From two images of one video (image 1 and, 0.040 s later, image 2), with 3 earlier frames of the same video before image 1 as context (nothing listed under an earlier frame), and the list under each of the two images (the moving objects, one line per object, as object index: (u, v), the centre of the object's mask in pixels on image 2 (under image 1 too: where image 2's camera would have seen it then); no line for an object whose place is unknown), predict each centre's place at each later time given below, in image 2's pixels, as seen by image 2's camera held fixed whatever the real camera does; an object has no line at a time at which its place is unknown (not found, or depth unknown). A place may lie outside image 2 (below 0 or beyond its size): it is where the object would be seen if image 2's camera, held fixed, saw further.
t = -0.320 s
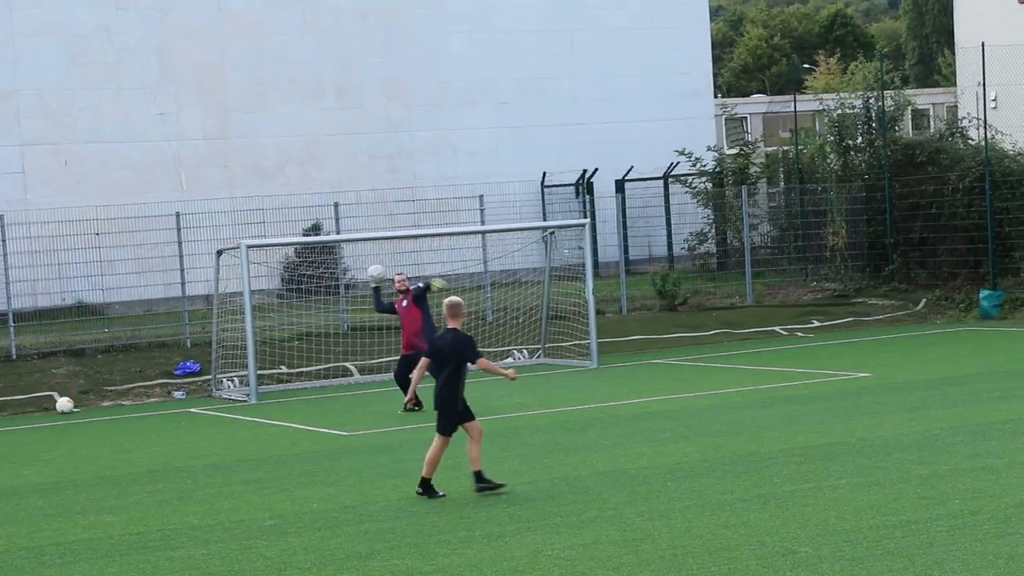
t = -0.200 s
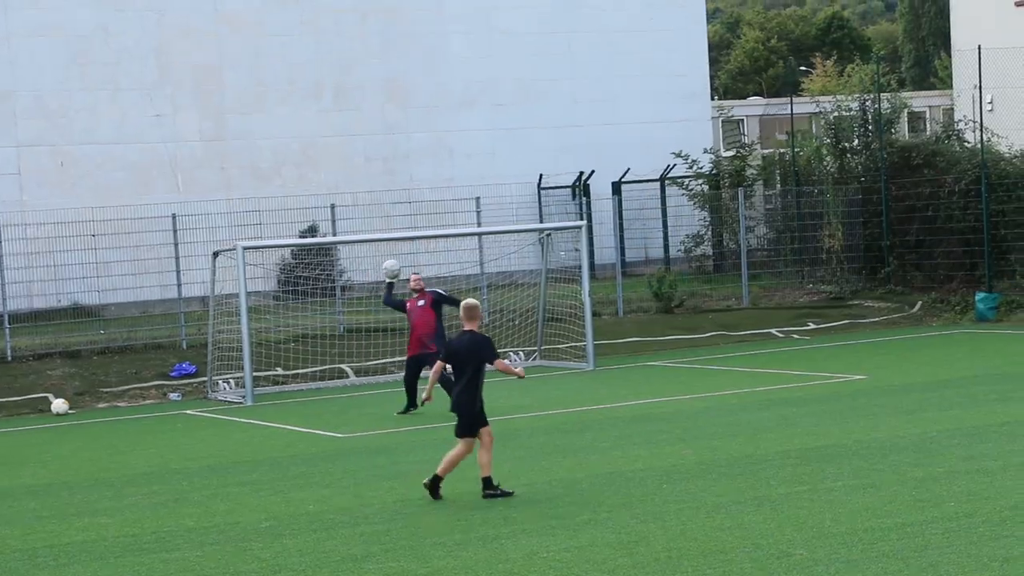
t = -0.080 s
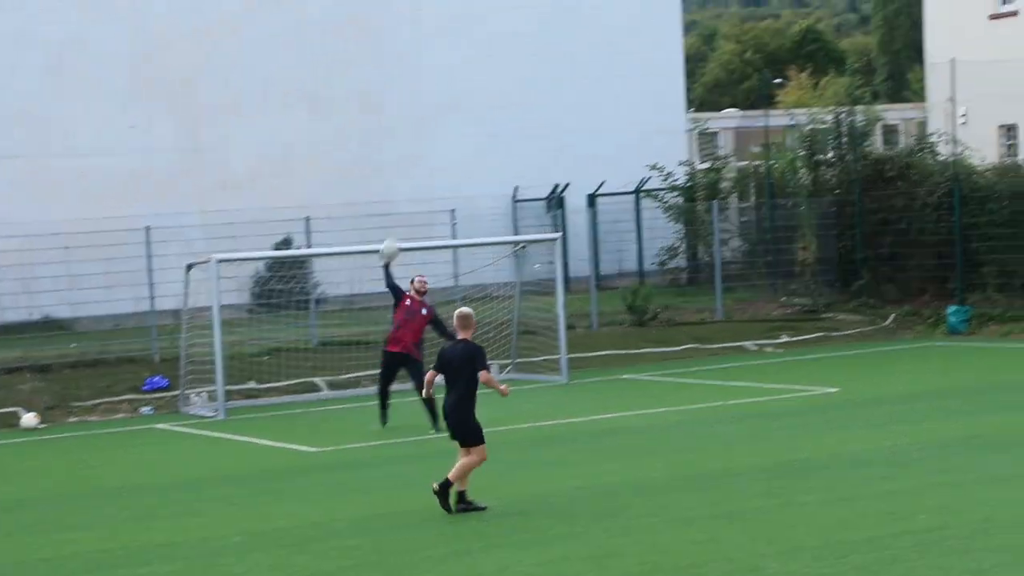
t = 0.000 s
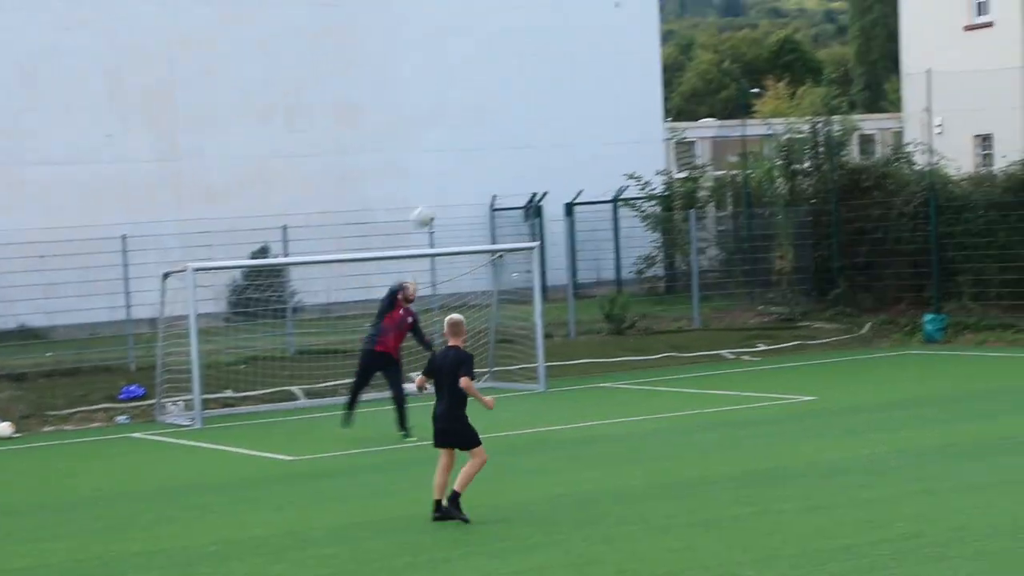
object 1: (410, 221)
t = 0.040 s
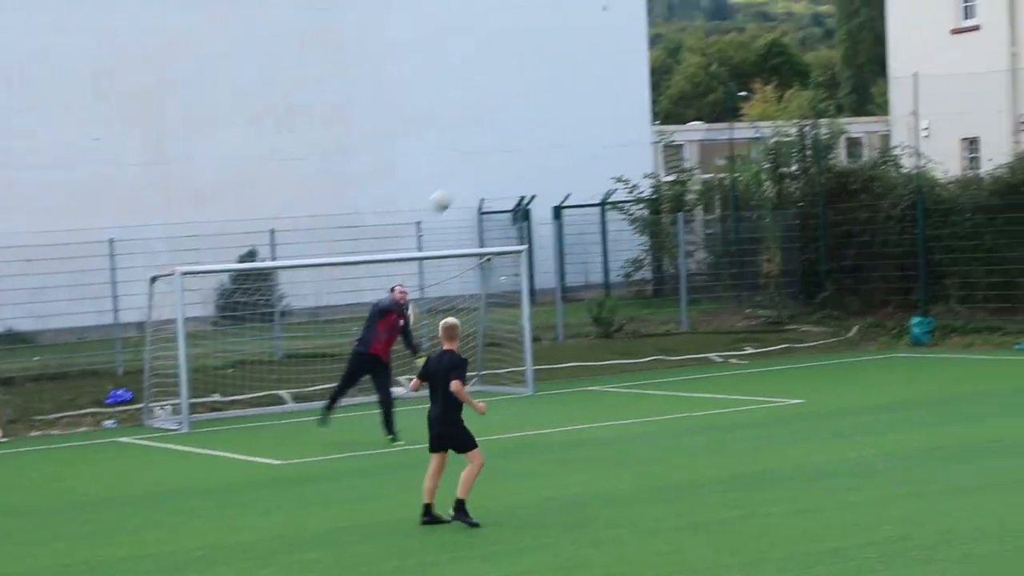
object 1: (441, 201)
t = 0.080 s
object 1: (470, 182)
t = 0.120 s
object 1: (501, 162)
